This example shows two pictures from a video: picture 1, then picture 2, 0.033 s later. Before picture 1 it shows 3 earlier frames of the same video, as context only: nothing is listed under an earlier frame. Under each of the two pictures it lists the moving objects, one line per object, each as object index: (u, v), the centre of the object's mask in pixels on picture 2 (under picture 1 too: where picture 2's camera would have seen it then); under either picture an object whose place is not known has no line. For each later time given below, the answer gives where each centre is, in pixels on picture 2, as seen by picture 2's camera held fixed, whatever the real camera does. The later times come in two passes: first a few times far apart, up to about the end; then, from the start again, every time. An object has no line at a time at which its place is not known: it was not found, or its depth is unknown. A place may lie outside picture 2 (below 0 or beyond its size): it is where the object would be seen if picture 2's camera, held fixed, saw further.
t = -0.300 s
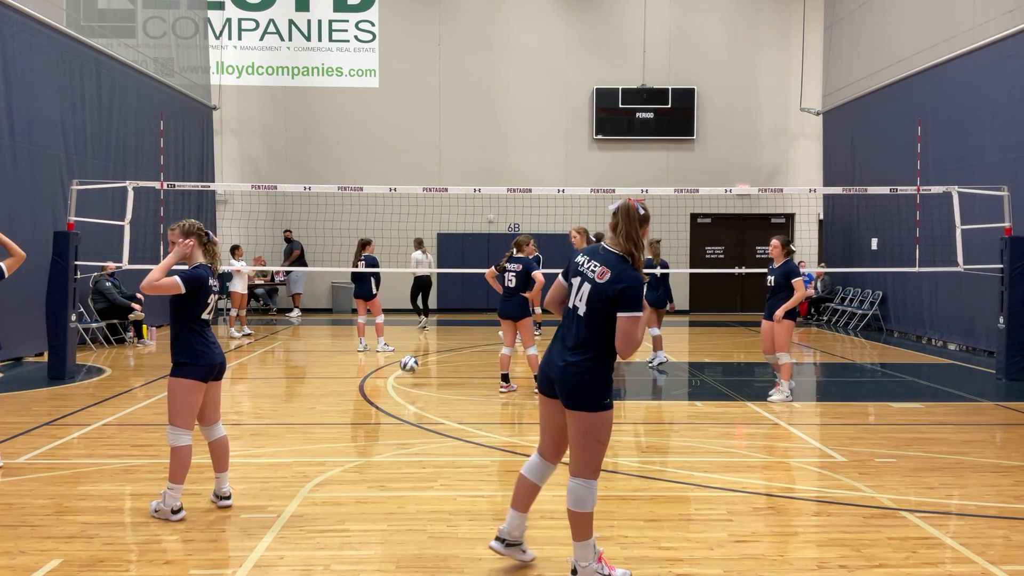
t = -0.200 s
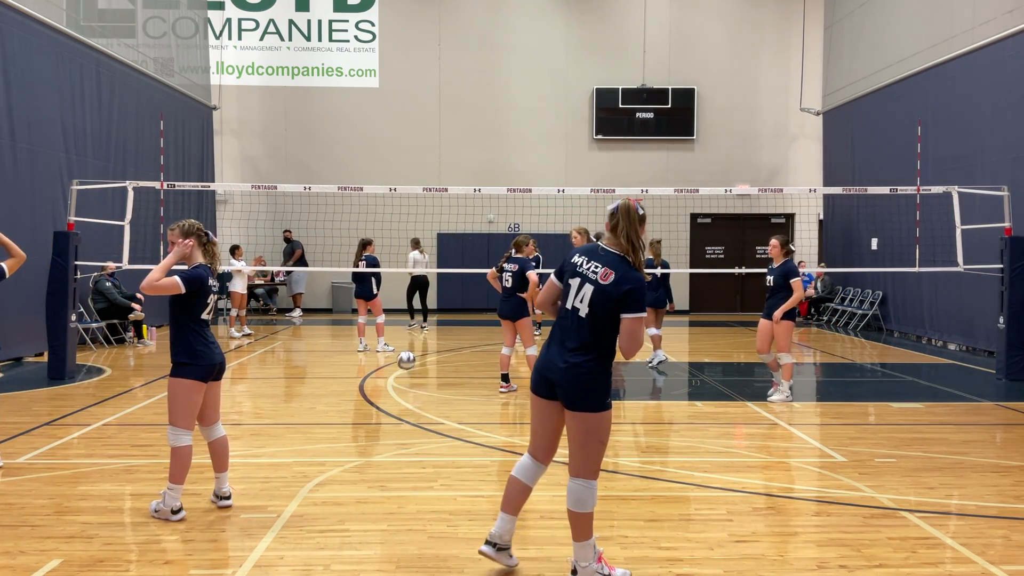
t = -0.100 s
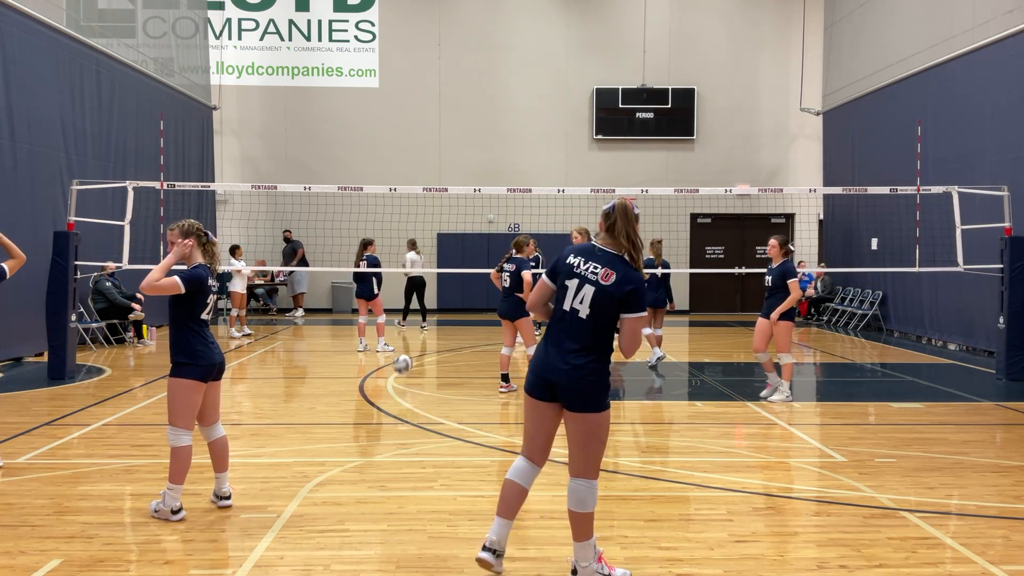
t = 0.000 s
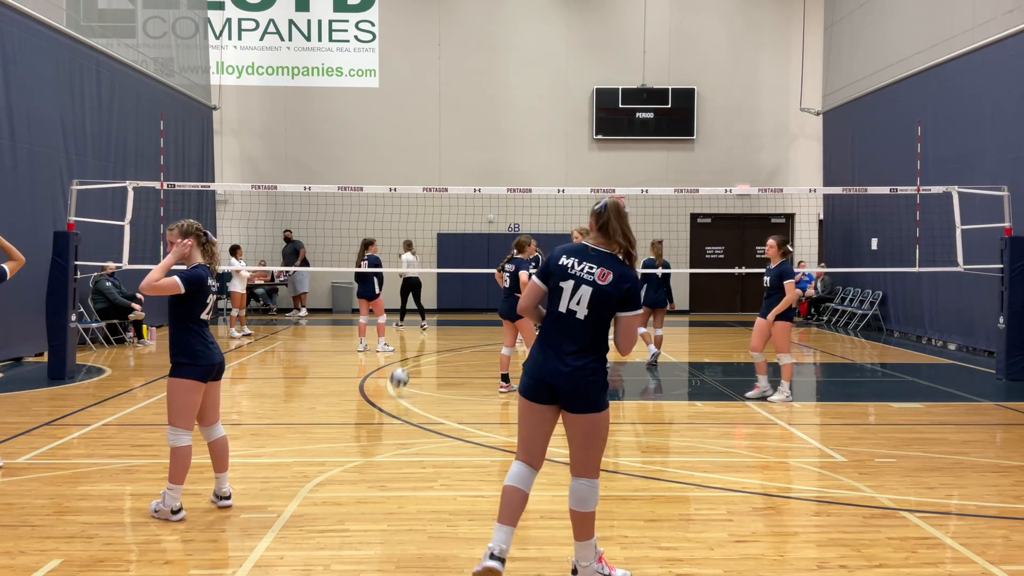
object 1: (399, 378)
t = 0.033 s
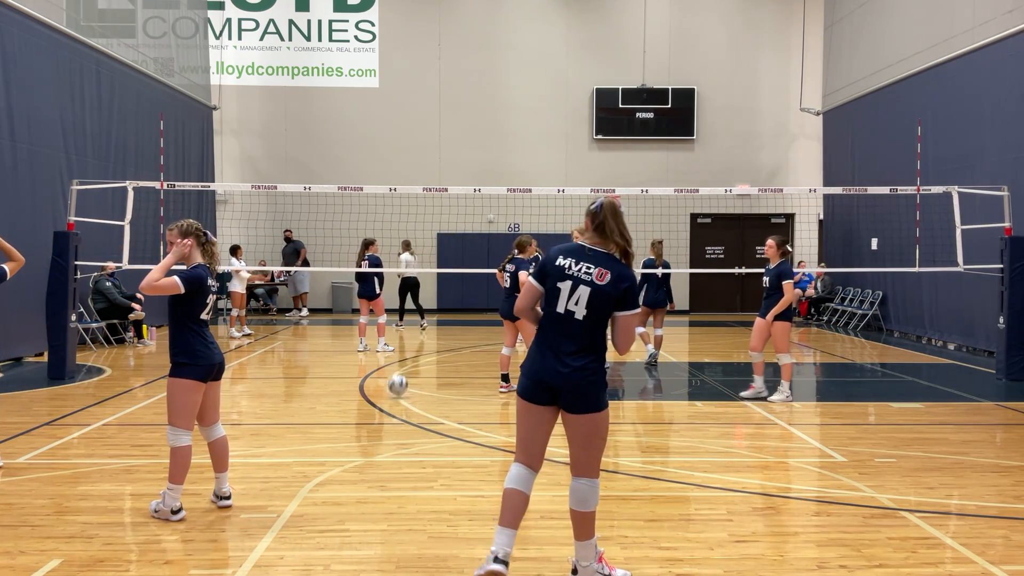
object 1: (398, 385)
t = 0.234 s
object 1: (391, 380)
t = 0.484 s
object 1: (381, 400)
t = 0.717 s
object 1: (371, 417)
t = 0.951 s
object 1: (359, 427)
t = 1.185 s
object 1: (345, 443)
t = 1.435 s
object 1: (328, 458)
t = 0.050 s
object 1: (397, 388)
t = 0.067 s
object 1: (396, 388)
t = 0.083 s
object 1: (396, 385)
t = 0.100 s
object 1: (395, 384)
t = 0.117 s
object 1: (395, 382)
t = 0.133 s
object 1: (394, 381)
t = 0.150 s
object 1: (394, 380)
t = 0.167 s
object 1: (393, 379)
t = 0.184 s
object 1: (392, 379)
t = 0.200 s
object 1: (392, 379)
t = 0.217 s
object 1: (391, 379)
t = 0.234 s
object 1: (391, 380)
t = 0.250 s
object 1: (391, 380)
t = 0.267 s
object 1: (390, 381)
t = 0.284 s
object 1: (390, 382)
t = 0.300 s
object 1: (388, 384)
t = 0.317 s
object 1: (388, 386)
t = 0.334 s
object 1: (387, 388)
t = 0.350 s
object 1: (387, 390)
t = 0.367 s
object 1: (386, 393)
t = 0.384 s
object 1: (385, 396)
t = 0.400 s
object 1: (384, 399)
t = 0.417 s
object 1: (384, 403)
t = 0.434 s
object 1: (383, 403)
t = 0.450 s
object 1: (383, 402)
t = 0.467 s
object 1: (382, 401)
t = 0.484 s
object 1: (381, 400)
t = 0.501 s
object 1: (380, 399)
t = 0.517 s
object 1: (380, 398)
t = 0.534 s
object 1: (379, 398)
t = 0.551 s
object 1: (378, 398)
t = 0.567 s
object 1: (378, 398)
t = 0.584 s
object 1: (377, 400)
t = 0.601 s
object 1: (376, 400)
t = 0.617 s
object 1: (375, 402)
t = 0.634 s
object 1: (374, 403)
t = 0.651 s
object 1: (374, 405)
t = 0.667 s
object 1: (373, 407)
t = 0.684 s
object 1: (372, 410)
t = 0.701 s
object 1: (371, 413)
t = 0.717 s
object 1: (371, 417)
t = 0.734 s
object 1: (370, 418)
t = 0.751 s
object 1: (369, 417)
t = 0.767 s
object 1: (368, 416)
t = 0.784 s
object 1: (368, 415)
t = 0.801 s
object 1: (367, 415)
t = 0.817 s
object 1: (365, 415)
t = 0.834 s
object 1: (365, 415)
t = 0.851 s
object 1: (364, 416)
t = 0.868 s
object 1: (363, 417)
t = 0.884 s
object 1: (362, 418)
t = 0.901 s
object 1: (361, 419)
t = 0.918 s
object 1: (361, 421)
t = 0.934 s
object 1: (360, 423)
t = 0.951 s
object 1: (359, 427)
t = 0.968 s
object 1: (358, 430)
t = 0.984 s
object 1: (356, 432)
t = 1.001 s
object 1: (356, 431)
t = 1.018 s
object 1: (355, 430)
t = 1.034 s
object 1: (354, 430)
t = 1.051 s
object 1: (353, 430)
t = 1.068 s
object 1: (352, 430)
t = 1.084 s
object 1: (351, 431)
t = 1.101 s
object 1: (350, 432)
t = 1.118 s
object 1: (349, 433)
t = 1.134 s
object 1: (348, 435)
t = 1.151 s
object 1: (347, 437)
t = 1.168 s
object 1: (346, 439)
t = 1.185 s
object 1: (345, 443)
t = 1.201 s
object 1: (343, 446)
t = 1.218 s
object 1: (343, 446)
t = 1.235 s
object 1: (341, 445)
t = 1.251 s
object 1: (340, 445)
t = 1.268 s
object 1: (339, 445)
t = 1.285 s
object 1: (338, 446)
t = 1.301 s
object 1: (337, 448)
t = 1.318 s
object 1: (336, 449)
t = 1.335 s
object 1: (334, 451)
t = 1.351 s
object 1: (333, 454)
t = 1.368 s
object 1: (332, 457)
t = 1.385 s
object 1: (331, 457)
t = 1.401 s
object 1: (330, 458)
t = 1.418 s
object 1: (329, 458)
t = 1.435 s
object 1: (328, 458)
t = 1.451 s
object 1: (326, 459)
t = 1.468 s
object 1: (325, 461)
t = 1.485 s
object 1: (324, 463)
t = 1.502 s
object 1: (323, 466)
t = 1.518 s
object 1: (322, 469)
